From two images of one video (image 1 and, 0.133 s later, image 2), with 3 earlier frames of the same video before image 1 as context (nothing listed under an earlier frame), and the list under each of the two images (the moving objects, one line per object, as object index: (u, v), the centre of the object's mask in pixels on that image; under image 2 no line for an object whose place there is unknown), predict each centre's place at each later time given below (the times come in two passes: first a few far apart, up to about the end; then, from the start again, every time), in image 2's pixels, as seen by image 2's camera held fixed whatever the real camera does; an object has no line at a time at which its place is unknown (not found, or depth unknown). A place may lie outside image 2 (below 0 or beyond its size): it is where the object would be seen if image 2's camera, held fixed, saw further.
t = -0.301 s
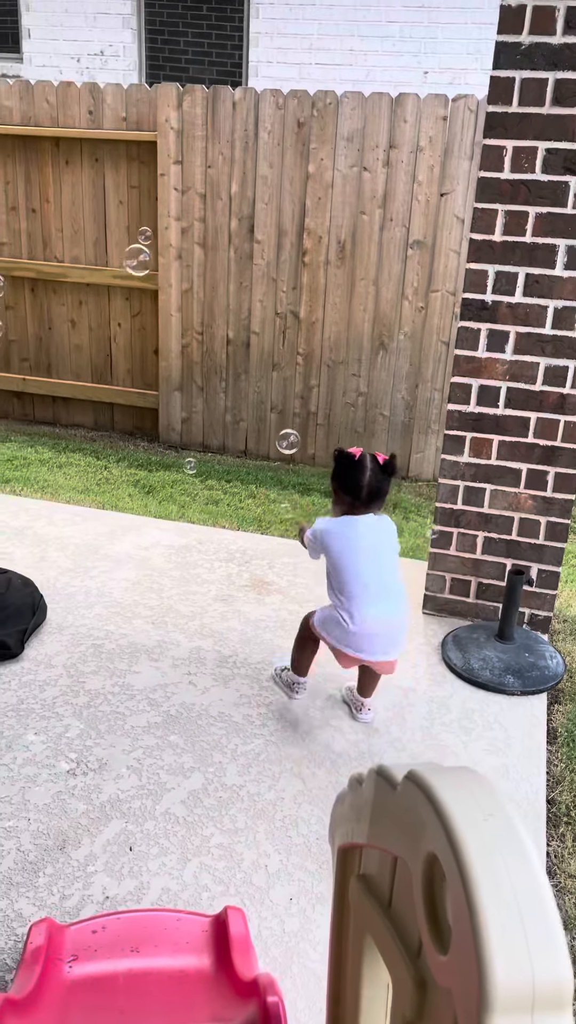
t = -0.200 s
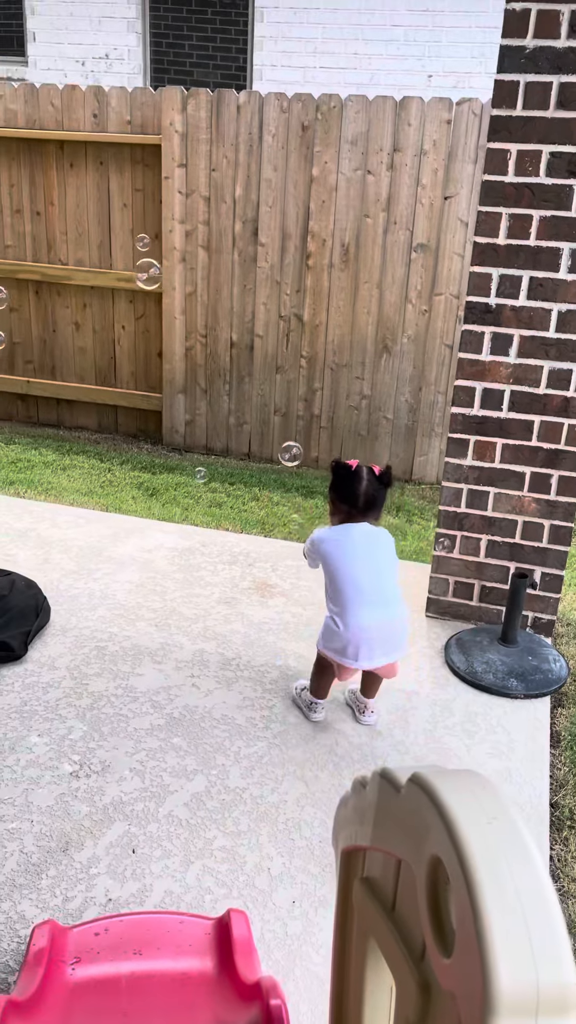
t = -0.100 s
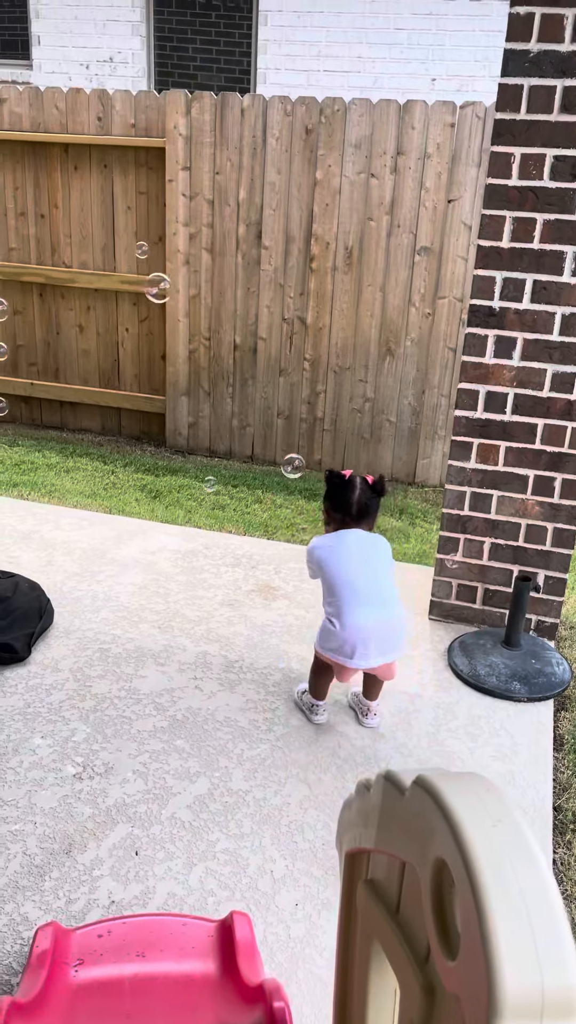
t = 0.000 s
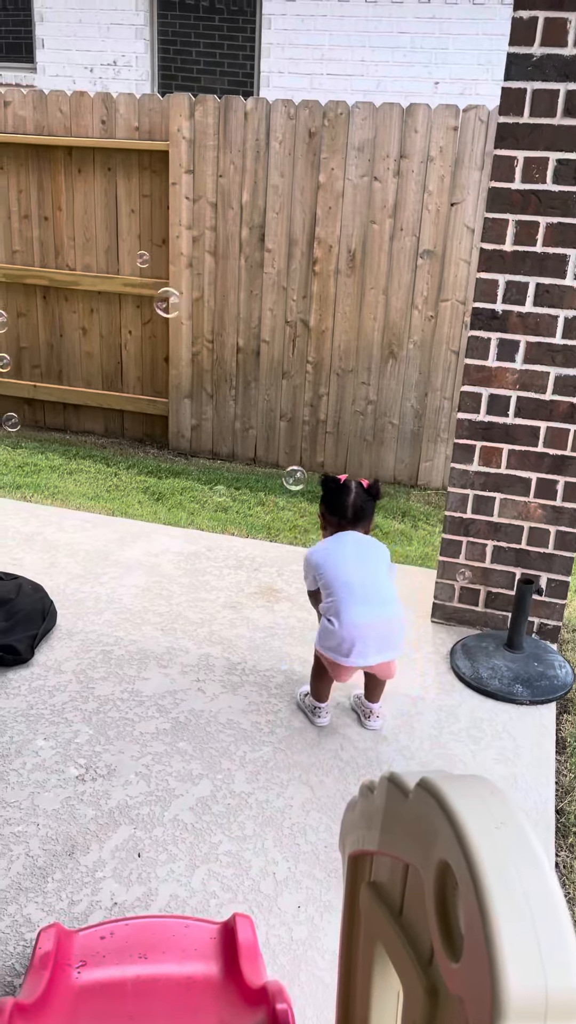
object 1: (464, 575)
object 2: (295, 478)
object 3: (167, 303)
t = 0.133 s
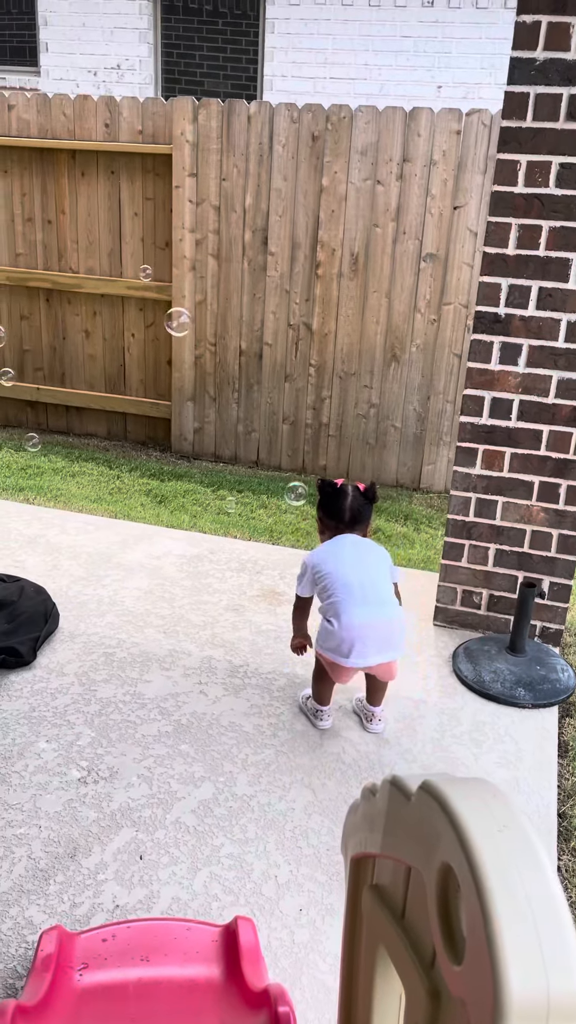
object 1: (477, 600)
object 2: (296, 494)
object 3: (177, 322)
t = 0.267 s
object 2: (298, 506)
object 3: (184, 338)
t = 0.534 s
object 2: (306, 529)
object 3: (199, 373)
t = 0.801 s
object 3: (216, 405)
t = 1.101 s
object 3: (229, 445)
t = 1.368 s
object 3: (237, 480)
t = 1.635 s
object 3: (244, 512)
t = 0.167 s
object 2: (296, 497)
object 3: (179, 326)
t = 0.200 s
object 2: (296, 500)
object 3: (181, 331)
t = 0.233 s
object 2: (297, 503)
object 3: (183, 335)
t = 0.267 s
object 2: (298, 506)
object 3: (184, 338)
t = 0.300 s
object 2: (298, 509)
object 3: (186, 343)
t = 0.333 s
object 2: (300, 512)
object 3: (189, 348)
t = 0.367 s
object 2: (299, 515)
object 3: (190, 352)
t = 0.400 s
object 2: (301, 518)
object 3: (191, 356)
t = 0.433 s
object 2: (303, 522)
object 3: (193, 360)
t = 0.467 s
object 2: (304, 525)
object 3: (195, 364)
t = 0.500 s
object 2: (305, 527)
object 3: (198, 368)
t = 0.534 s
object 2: (306, 529)
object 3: (199, 373)
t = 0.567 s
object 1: (553, 643)
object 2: (308, 530)
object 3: (202, 377)
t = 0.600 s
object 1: (557, 648)
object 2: (309, 530)
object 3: (204, 381)
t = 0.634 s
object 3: (206, 385)
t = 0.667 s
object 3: (208, 388)
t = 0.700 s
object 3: (210, 393)
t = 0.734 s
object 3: (212, 397)
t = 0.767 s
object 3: (214, 401)
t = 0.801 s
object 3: (216, 405)
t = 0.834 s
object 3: (218, 409)
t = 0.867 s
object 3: (219, 413)
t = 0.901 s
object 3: (221, 418)
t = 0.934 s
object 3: (223, 422)
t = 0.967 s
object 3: (224, 426)
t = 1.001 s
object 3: (225, 431)
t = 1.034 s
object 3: (226, 436)
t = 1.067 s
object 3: (227, 440)
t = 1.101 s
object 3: (229, 445)
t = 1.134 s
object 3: (230, 449)
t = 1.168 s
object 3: (231, 453)
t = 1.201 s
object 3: (232, 458)
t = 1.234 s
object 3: (233, 462)
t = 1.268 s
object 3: (234, 467)
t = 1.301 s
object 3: (235, 471)
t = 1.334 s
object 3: (236, 476)
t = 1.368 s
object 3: (237, 480)
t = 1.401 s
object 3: (237, 483)
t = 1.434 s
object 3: (238, 488)
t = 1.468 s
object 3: (240, 493)
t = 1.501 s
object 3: (240, 497)
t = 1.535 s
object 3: (241, 501)
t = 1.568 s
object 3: (242, 505)
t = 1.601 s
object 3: (243, 508)
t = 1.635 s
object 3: (244, 512)
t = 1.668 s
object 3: (245, 515)
